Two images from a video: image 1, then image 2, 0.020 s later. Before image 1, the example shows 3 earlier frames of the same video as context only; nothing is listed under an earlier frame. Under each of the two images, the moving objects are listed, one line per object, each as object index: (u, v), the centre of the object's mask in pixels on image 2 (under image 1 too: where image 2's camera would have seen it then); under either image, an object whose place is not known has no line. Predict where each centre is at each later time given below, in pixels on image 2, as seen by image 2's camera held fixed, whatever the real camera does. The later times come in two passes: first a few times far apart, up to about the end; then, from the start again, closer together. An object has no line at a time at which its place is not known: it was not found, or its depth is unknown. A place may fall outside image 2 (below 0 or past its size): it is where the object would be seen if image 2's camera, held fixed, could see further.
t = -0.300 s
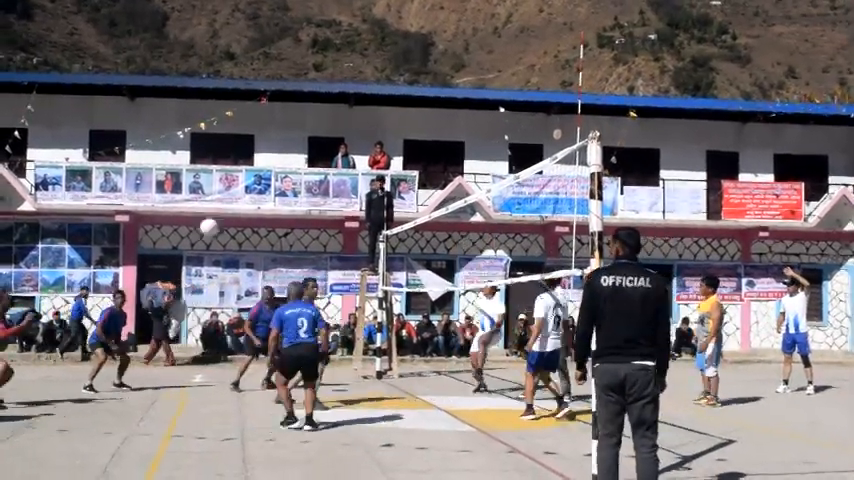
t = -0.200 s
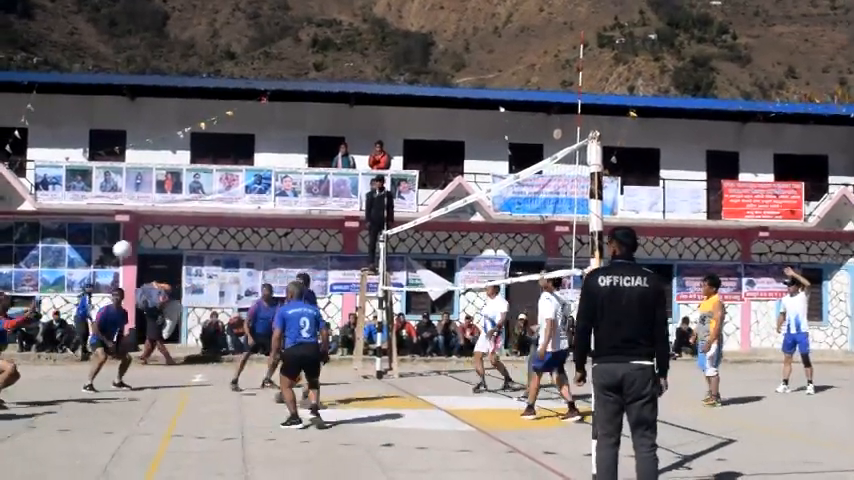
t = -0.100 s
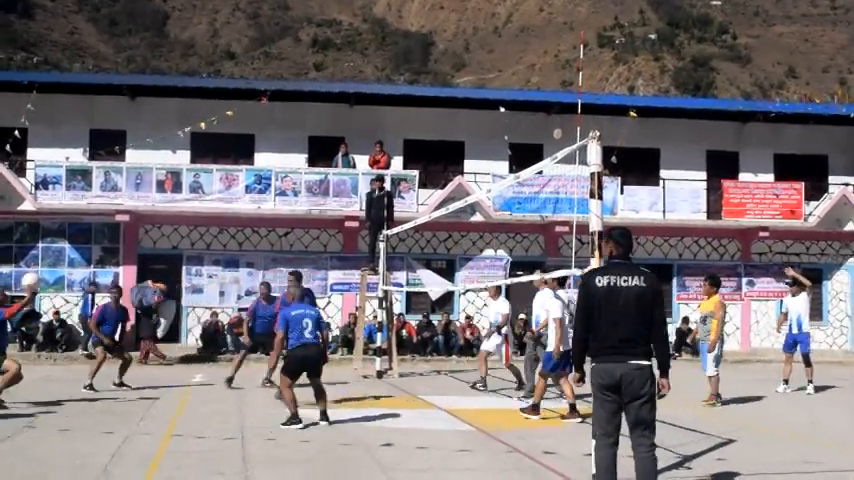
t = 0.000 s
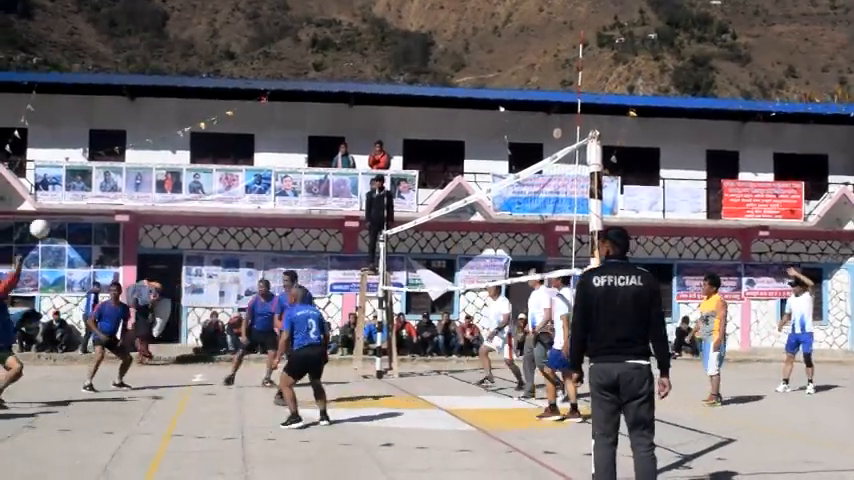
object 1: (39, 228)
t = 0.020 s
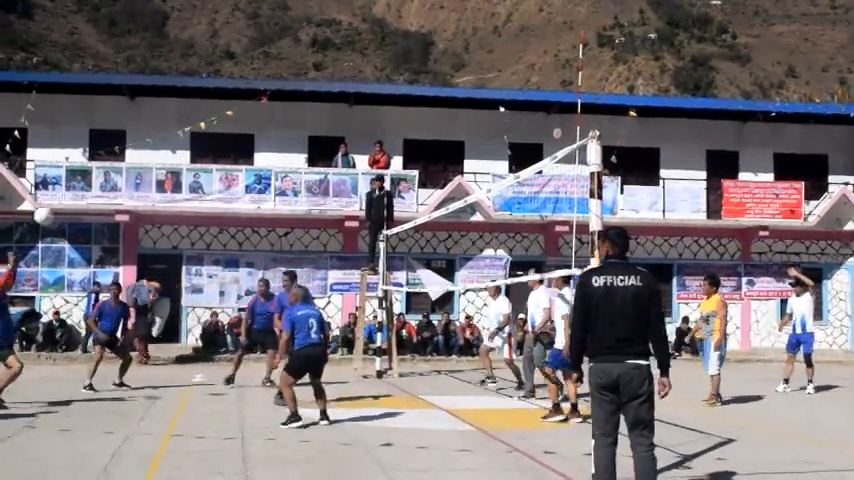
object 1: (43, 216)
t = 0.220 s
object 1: (86, 113)
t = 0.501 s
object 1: (145, 29)
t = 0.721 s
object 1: (190, 12)
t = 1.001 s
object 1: (244, 51)
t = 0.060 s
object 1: (51, 191)
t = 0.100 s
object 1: (59, 167)
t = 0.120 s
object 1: (70, 159)
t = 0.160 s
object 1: (72, 138)
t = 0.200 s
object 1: (82, 120)
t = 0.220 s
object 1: (86, 113)
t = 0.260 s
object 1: (96, 96)
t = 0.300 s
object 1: (104, 82)
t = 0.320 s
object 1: (107, 74)
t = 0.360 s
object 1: (116, 62)
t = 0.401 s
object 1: (125, 51)
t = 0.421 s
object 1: (129, 46)
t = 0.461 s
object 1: (137, 36)
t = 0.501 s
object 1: (145, 29)
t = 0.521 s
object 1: (150, 26)
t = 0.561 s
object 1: (158, 20)
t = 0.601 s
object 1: (166, 16)
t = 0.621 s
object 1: (170, 15)
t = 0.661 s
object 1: (178, 12)
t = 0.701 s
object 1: (186, 11)
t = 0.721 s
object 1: (190, 12)
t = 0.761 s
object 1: (198, 13)
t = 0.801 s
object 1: (206, 16)
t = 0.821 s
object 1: (210, 18)
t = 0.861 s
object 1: (217, 23)
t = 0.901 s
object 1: (225, 29)
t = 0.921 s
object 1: (229, 33)
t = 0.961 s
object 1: (237, 42)
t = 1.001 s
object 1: (244, 51)
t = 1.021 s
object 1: (248, 56)
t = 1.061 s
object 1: (256, 69)
